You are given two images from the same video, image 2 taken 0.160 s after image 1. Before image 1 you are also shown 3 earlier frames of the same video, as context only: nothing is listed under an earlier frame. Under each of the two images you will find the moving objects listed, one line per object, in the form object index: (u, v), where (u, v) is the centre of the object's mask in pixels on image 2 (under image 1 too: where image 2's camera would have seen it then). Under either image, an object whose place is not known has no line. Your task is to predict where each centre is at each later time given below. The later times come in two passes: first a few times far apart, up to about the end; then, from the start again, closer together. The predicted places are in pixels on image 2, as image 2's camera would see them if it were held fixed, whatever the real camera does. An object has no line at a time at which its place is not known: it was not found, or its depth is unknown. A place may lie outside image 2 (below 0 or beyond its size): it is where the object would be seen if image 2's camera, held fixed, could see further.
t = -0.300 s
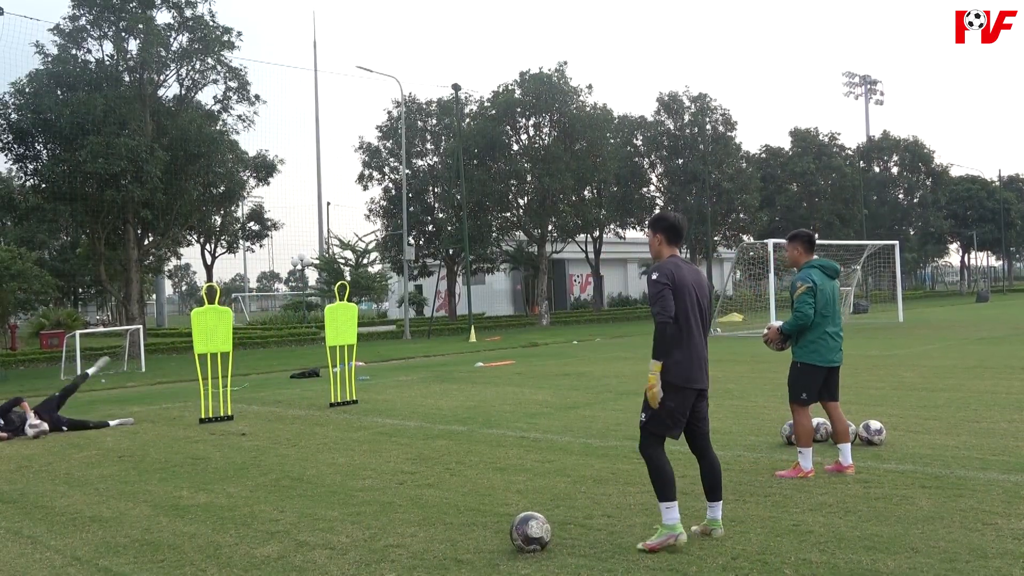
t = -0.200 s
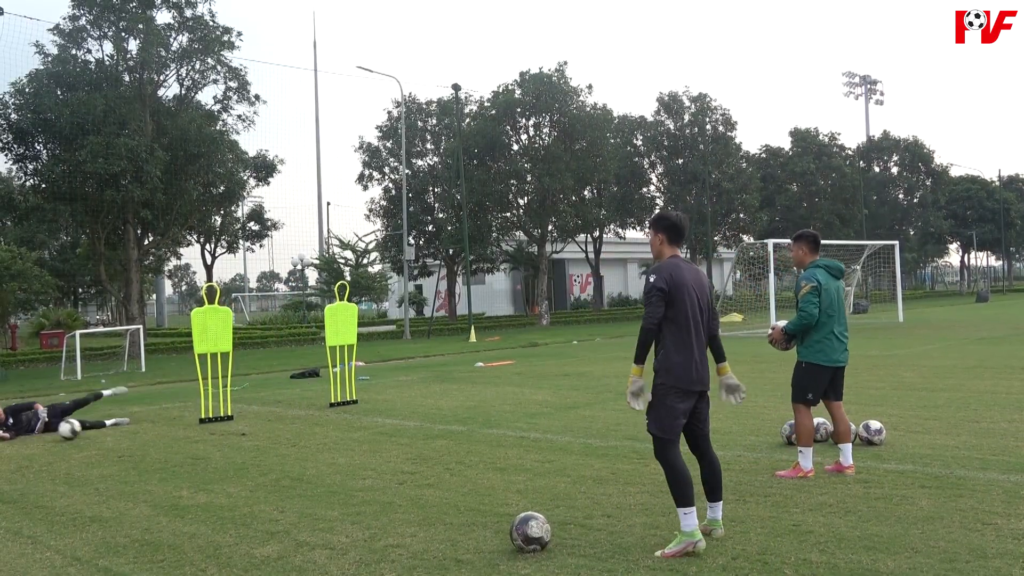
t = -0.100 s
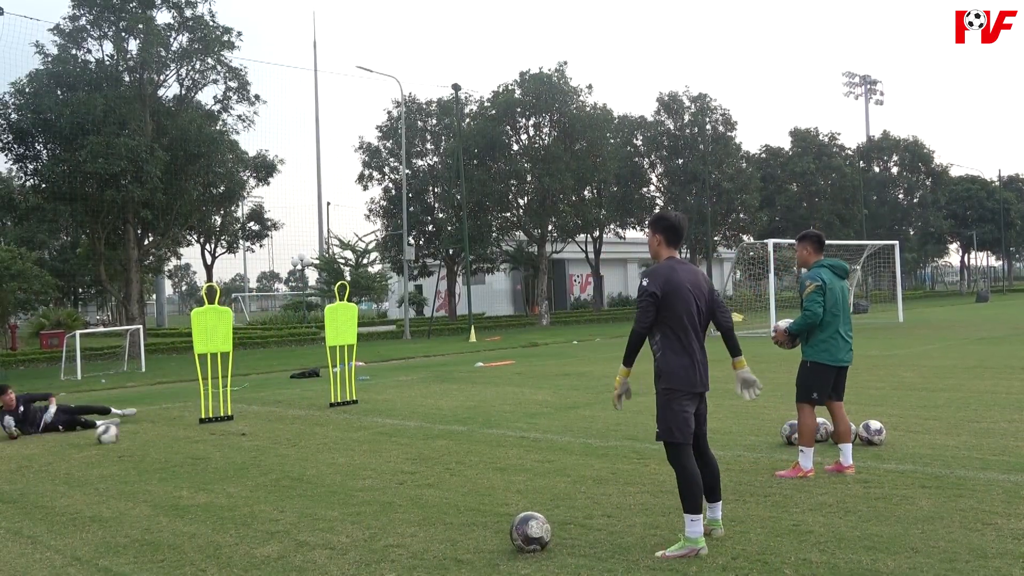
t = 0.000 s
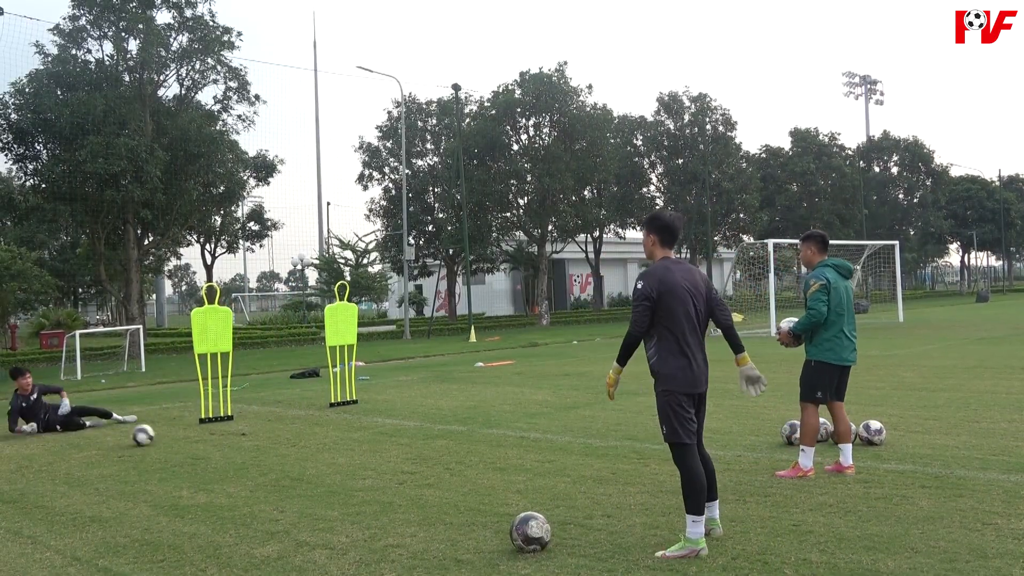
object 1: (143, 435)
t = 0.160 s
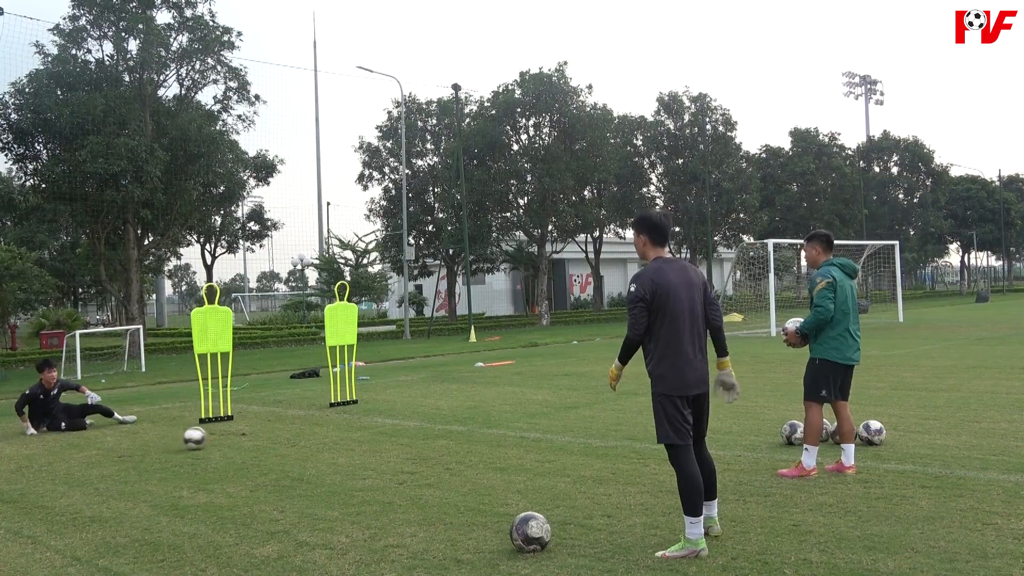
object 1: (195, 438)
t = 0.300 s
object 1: (239, 441)
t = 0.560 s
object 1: (324, 446)
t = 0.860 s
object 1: (425, 452)
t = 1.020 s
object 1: (482, 454)
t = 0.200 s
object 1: (208, 440)
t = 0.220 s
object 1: (215, 441)
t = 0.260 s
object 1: (227, 441)
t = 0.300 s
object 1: (239, 441)
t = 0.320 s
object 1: (246, 441)
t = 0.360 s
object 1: (259, 442)
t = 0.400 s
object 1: (272, 444)
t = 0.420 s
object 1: (278, 444)
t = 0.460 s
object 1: (291, 444)
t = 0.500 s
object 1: (303, 444)
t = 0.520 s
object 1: (310, 445)
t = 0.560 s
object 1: (324, 446)
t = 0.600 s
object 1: (337, 447)
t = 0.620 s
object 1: (344, 447)
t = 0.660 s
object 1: (356, 447)
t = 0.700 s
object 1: (370, 447)
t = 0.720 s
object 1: (378, 448)
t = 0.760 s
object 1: (391, 450)
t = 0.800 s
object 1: (404, 451)
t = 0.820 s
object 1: (412, 451)
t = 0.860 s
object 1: (425, 452)
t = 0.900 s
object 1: (439, 451)
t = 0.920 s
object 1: (446, 450)
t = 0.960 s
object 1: (460, 452)
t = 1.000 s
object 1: (474, 455)
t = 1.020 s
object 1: (482, 454)
